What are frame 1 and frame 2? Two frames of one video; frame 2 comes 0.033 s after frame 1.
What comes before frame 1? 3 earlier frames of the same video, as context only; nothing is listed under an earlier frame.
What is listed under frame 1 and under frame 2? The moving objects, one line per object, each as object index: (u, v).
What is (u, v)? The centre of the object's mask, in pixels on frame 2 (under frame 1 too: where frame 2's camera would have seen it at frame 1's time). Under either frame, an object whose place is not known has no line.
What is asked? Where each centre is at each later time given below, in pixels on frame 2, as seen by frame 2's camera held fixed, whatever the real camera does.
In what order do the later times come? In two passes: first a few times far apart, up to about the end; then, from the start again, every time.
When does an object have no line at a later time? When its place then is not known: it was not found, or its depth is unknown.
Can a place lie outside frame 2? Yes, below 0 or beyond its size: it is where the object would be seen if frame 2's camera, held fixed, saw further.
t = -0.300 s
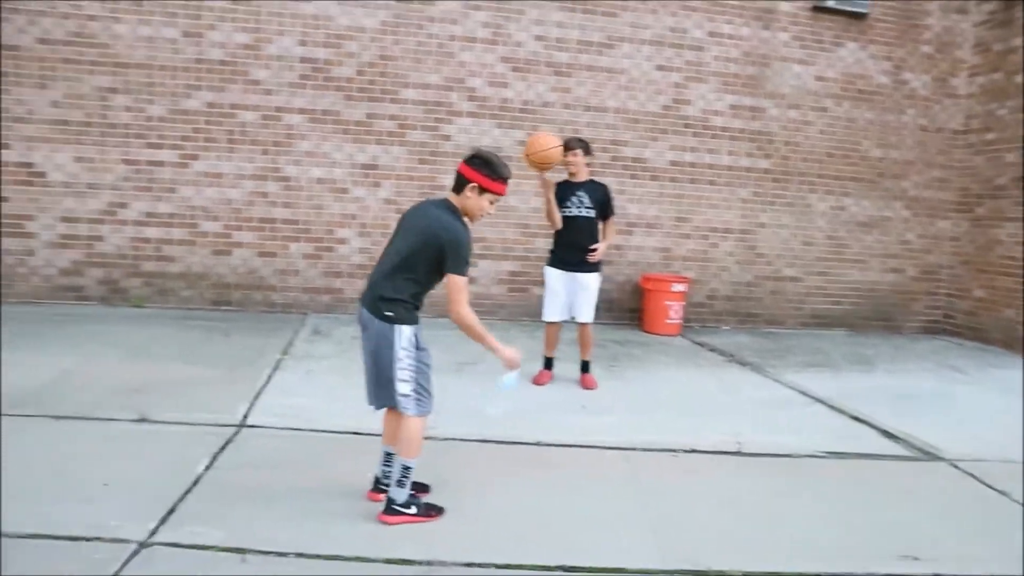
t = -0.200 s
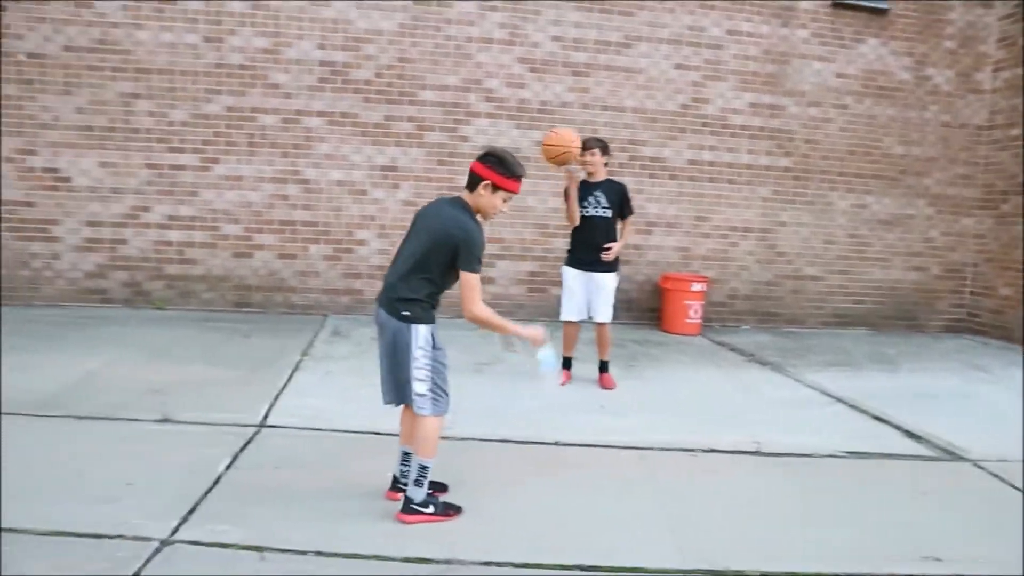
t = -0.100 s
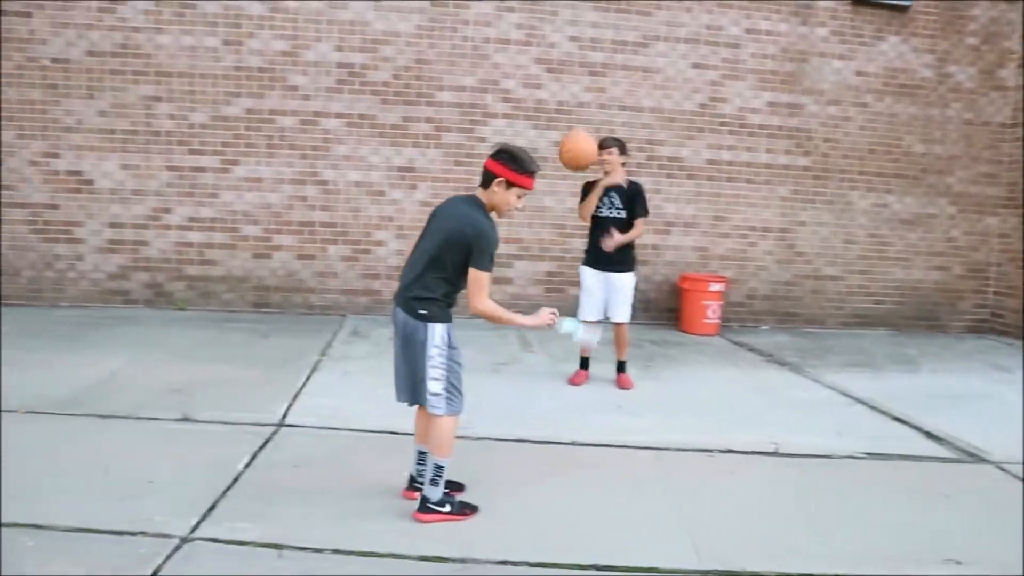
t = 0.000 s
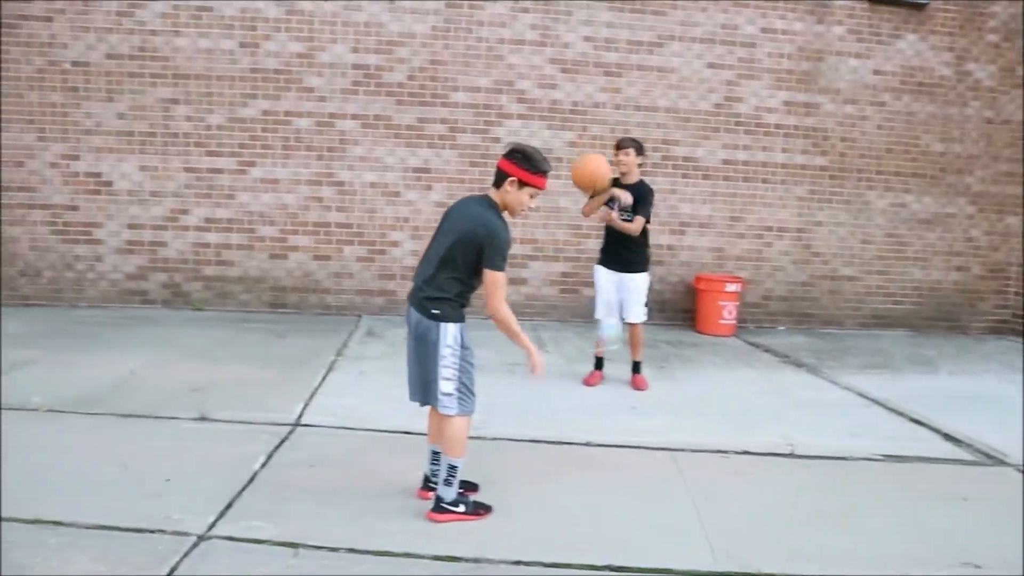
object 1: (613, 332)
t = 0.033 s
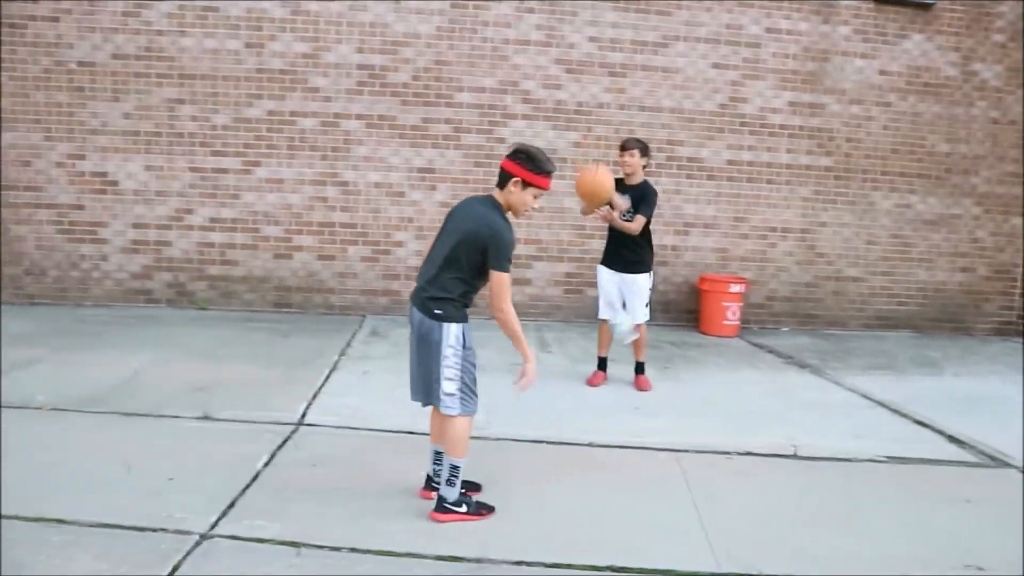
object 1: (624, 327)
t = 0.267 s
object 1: (624, 364)
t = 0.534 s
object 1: (611, 493)
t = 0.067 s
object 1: (629, 321)
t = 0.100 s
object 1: (630, 318)
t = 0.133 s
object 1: (624, 322)
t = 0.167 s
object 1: (622, 328)
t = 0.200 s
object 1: (621, 337)
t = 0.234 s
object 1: (623, 350)
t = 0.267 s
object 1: (624, 364)
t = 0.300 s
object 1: (624, 382)
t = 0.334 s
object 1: (622, 403)
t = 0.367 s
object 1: (616, 433)
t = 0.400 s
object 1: (614, 461)
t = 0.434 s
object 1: (612, 489)
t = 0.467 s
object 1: (611, 493)
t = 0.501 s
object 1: (611, 493)
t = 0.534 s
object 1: (611, 493)
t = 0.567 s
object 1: (611, 494)
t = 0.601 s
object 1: (611, 494)
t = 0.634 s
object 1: (611, 494)
